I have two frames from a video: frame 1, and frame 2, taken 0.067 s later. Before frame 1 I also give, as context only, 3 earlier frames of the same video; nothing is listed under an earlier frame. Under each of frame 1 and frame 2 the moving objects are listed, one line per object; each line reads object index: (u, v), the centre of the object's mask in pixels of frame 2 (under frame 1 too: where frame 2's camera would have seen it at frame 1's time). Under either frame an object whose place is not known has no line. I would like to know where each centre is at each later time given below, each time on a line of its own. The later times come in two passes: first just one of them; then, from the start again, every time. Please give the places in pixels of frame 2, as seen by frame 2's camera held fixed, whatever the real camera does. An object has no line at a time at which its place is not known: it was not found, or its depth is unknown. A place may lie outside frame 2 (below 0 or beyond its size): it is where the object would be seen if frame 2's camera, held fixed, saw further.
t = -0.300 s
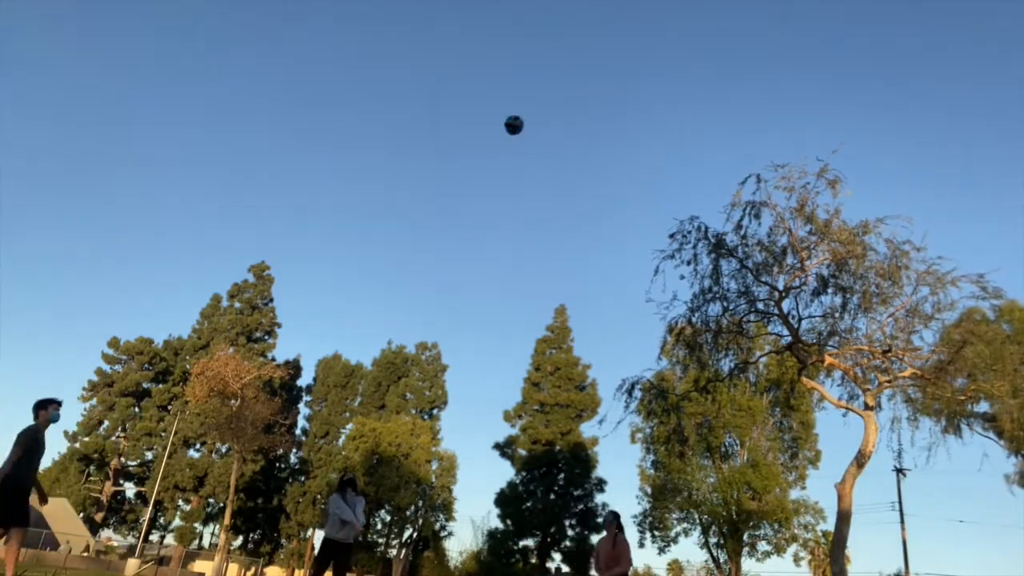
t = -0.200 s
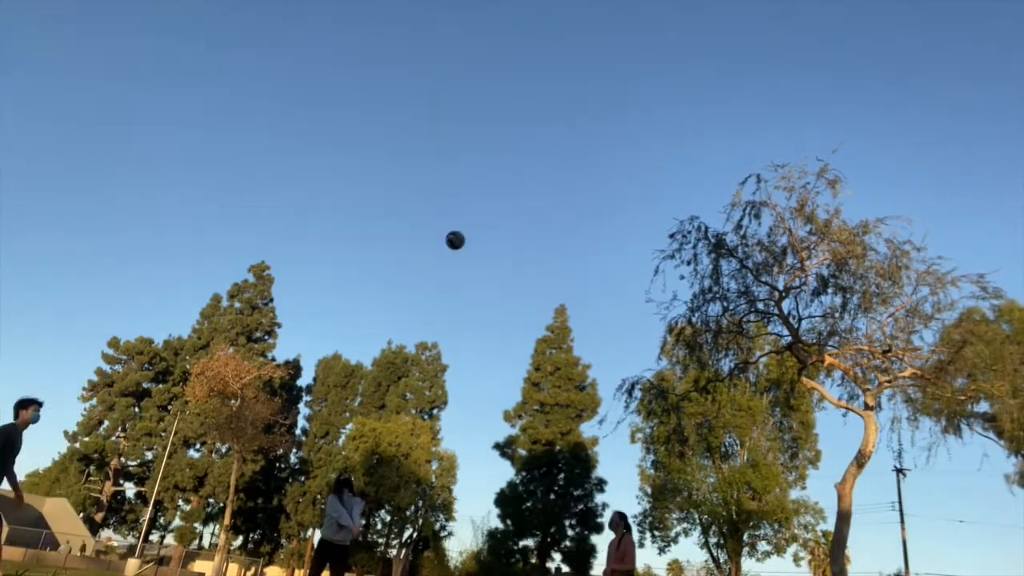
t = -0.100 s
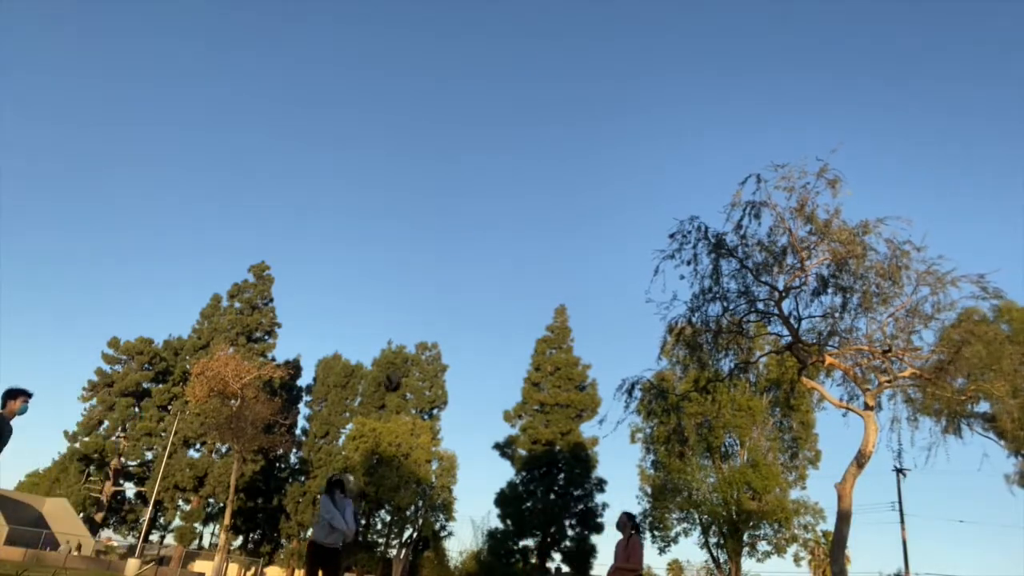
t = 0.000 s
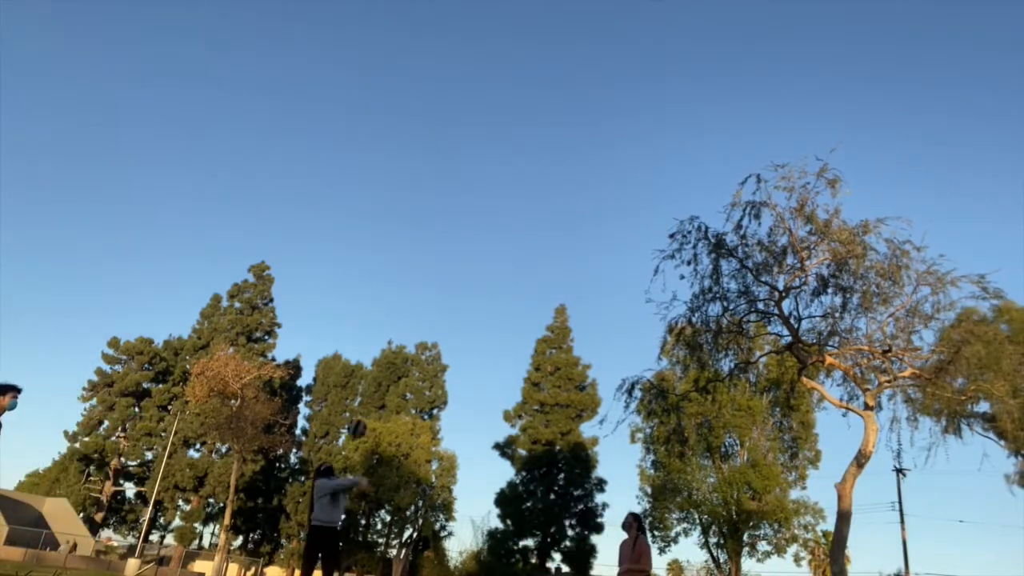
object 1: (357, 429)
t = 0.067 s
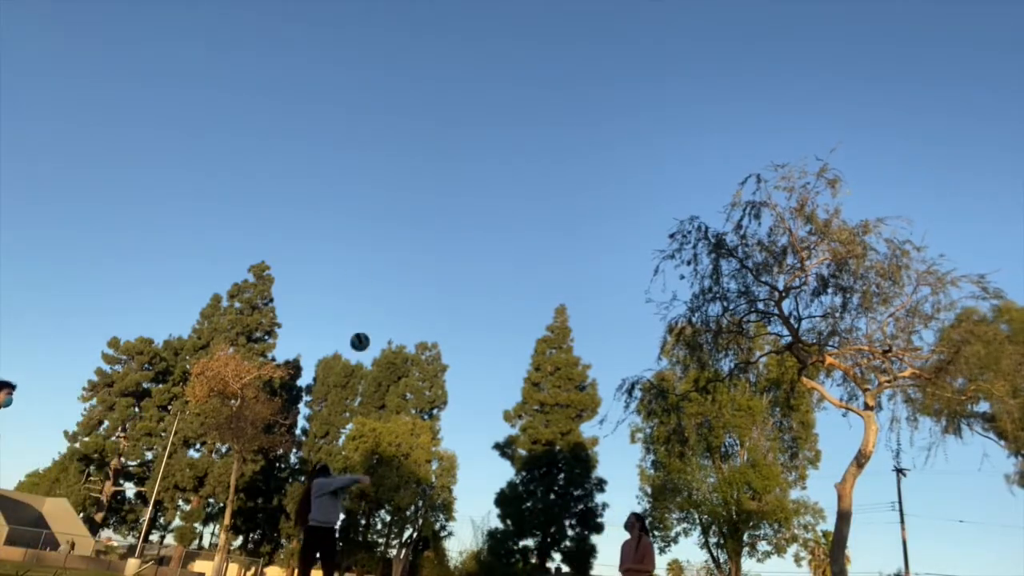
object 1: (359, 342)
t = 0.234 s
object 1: (352, 204)
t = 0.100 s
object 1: (360, 306)
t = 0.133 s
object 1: (359, 274)
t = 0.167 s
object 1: (357, 247)
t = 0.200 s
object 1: (355, 224)
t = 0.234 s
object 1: (352, 204)
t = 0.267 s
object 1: (348, 188)
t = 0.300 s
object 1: (343, 175)
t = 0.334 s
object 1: (338, 165)
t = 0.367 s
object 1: (331, 159)
